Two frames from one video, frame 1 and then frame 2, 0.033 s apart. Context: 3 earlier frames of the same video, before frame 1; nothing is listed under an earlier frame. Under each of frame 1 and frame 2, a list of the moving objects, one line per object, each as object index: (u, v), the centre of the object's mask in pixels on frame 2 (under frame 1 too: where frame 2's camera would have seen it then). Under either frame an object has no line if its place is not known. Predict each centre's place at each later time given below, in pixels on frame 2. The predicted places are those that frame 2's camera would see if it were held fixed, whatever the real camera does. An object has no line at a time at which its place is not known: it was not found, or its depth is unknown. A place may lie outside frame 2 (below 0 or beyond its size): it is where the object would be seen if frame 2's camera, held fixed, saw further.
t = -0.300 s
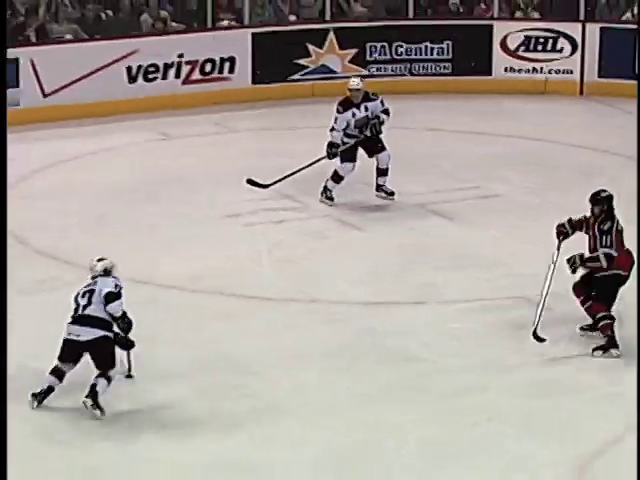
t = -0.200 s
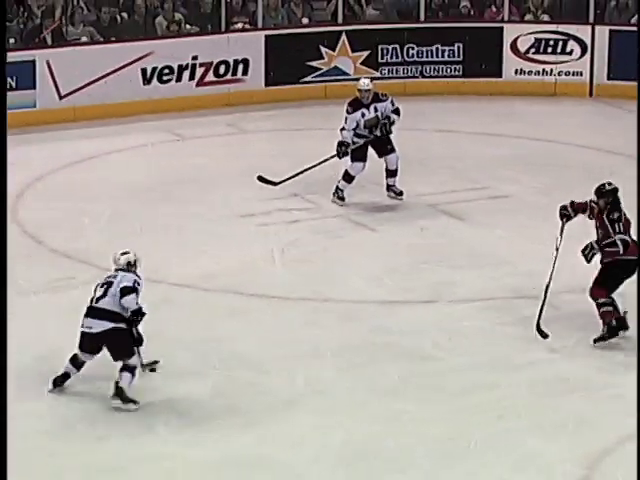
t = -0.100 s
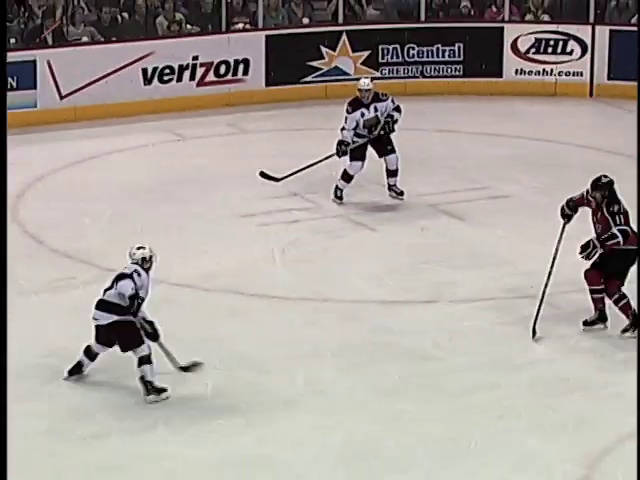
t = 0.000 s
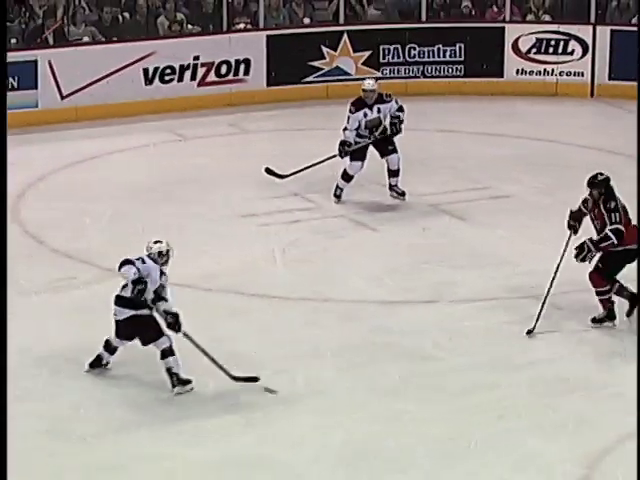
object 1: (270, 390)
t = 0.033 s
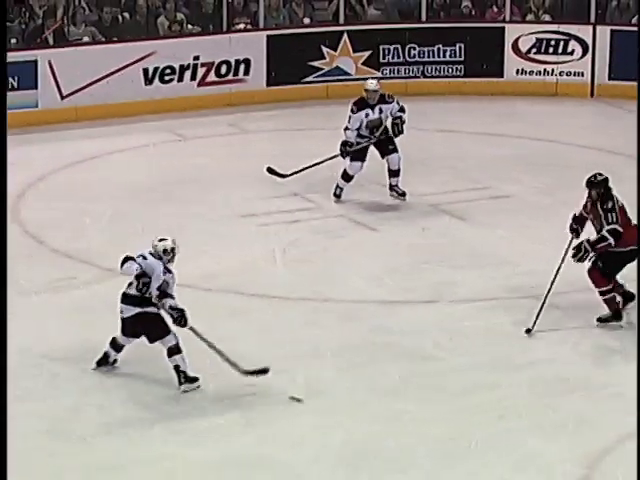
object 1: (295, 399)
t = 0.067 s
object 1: (323, 408)
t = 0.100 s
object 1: (351, 418)
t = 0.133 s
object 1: (378, 427)
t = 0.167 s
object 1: (404, 436)
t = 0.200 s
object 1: (432, 446)
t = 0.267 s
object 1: (488, 466)
